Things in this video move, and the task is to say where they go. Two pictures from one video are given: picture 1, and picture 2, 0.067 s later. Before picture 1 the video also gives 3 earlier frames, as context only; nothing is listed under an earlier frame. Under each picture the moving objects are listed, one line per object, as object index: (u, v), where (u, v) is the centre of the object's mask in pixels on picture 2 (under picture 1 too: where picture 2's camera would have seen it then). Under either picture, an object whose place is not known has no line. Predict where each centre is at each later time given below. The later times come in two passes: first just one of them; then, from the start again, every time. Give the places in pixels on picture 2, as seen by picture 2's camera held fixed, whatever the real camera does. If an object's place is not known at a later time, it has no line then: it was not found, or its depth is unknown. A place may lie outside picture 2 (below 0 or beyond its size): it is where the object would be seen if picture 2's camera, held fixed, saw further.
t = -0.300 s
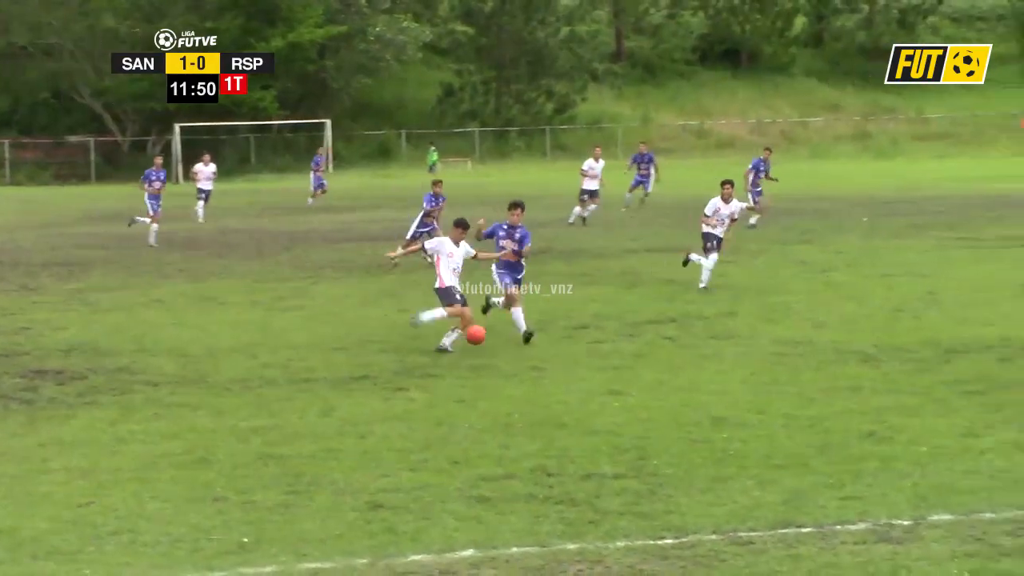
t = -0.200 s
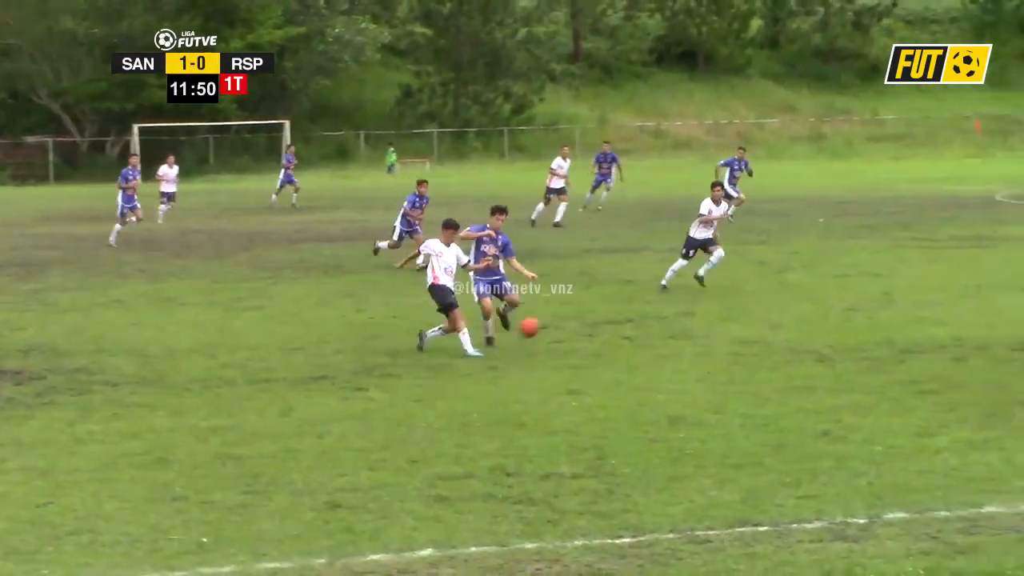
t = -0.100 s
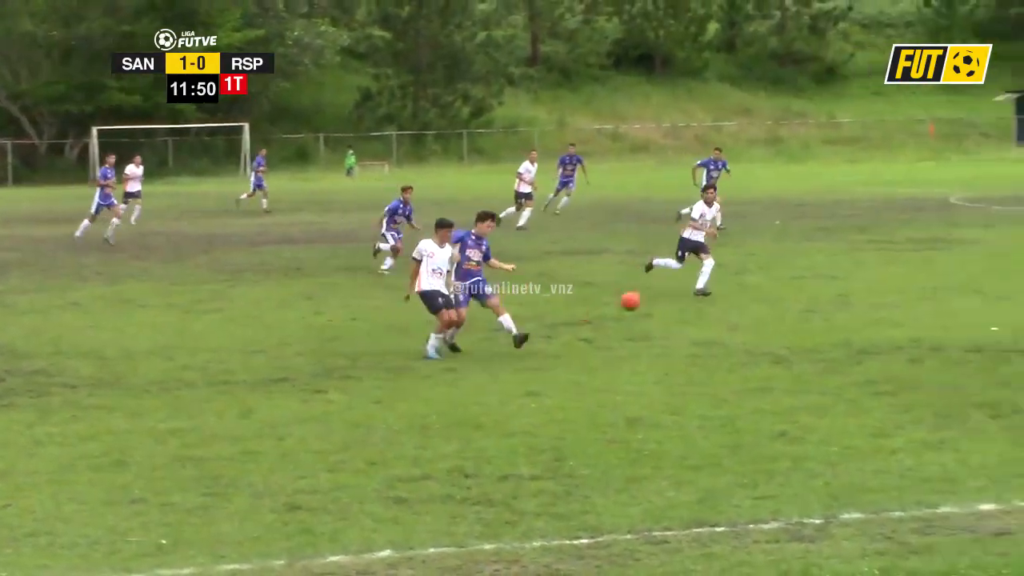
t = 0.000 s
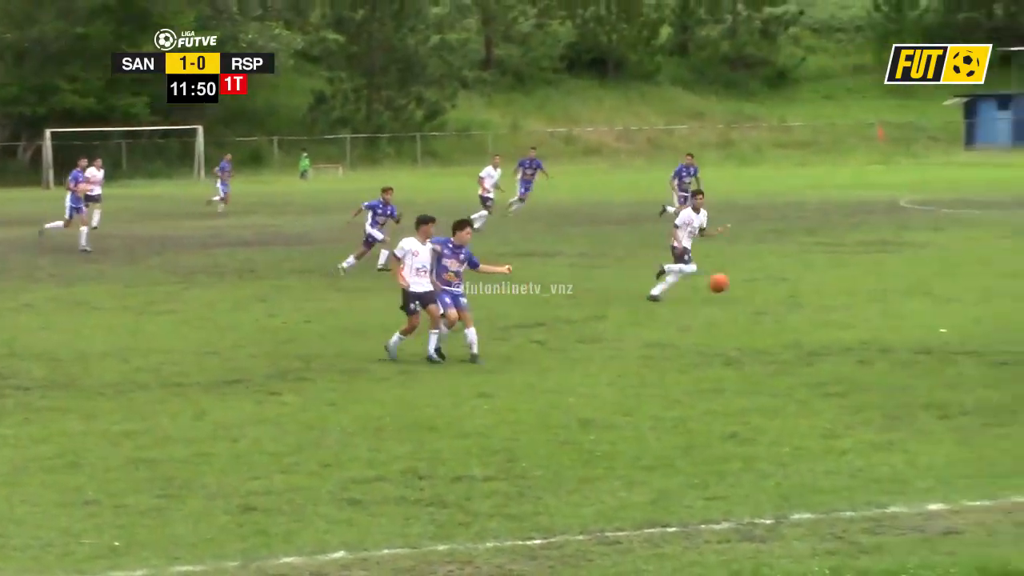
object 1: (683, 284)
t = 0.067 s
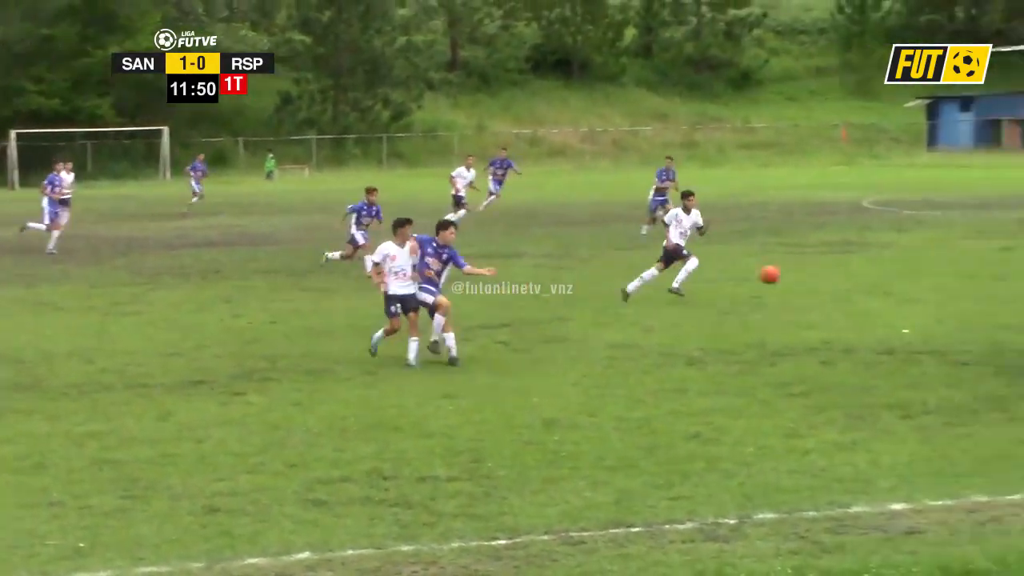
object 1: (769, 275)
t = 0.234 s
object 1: (982, 260)
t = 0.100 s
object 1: (812, 270)
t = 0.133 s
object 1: (855, 268)
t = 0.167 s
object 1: (898, 265)
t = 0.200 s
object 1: (939, 262)
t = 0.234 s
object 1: (982, 260)
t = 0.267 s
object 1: (1024, 259)
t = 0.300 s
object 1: (1065, 259)
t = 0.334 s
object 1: (1108, 259)
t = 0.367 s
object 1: (1150, 260)
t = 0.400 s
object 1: (1193, 261)
